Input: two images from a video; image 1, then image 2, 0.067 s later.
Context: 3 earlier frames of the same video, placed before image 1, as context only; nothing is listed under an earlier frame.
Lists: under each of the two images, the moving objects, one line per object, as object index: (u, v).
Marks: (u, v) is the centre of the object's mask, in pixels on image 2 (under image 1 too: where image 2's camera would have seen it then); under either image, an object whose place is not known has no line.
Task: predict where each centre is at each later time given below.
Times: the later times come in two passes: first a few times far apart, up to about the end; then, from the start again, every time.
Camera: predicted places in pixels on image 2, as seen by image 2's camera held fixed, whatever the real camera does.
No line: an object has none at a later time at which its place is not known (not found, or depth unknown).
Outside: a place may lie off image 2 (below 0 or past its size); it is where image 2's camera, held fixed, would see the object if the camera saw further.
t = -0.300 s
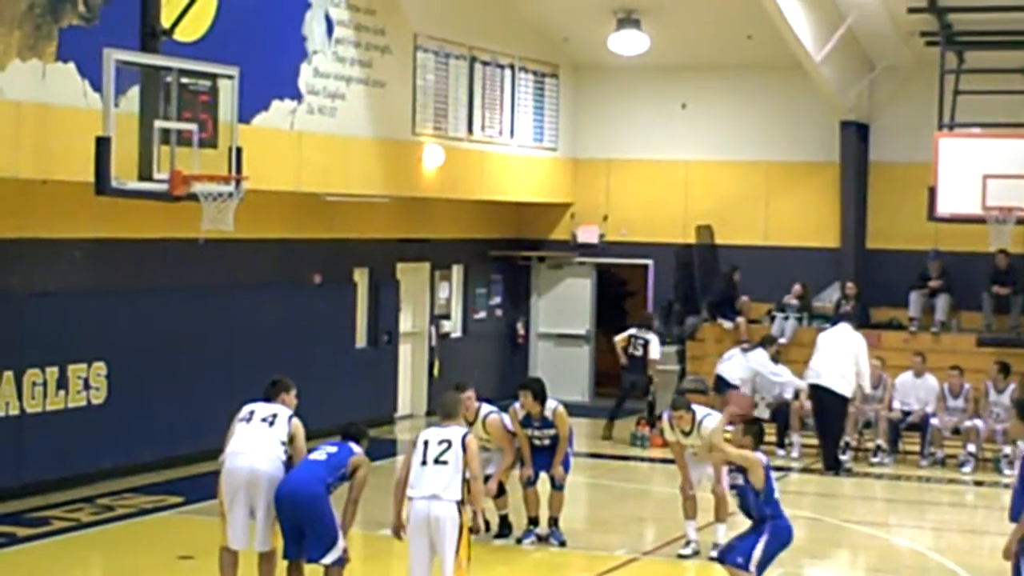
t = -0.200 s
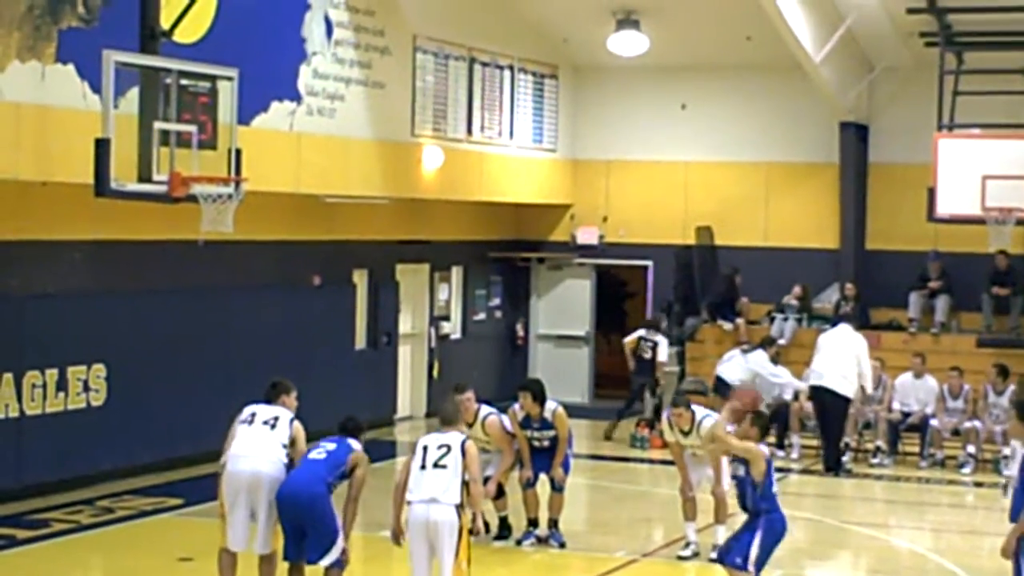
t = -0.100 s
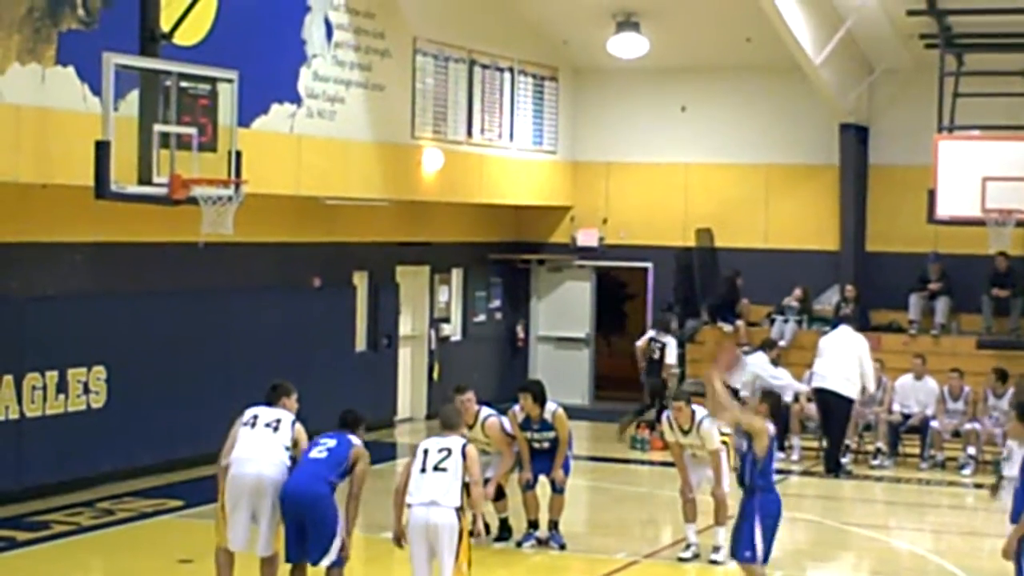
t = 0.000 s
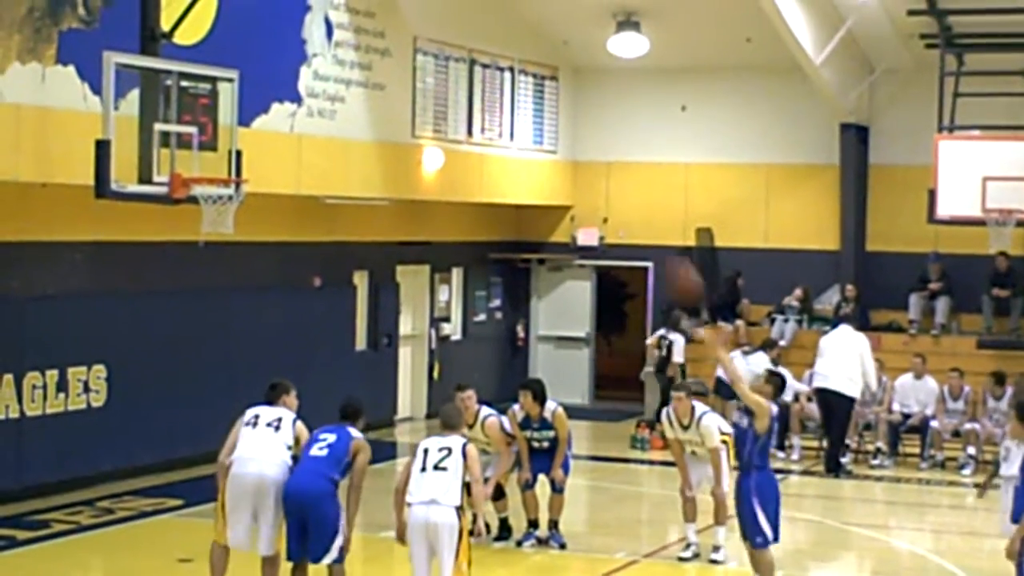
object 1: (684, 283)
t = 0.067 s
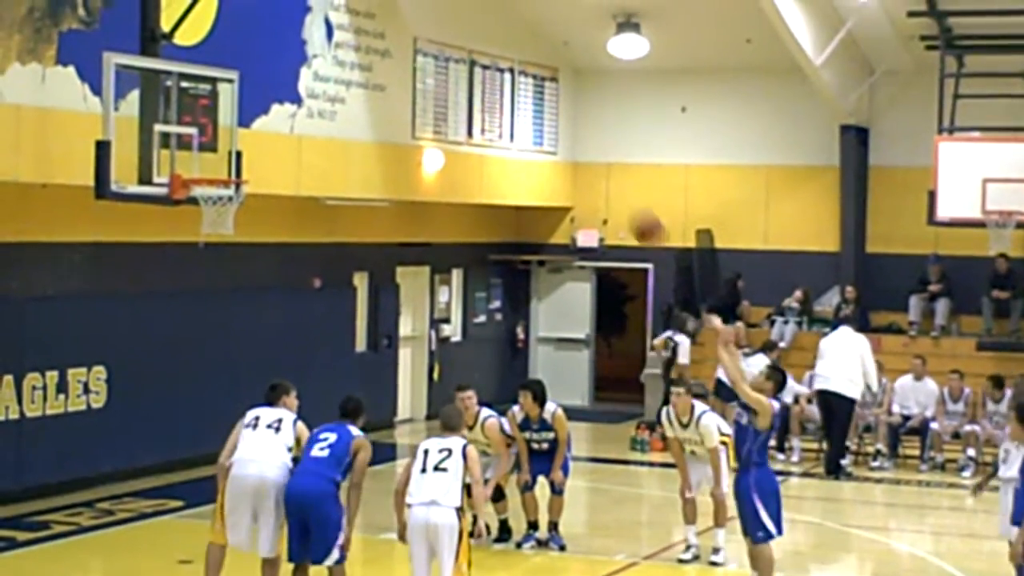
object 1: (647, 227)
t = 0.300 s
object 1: (530, 102)
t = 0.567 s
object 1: (400, 48)
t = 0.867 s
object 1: (268, 97)
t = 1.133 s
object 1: (227, 125)
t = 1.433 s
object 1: (318, 67)
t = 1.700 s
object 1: (395, 109)
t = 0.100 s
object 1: (629, 205)
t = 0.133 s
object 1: (612, 183)
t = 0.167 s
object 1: (595, 164)
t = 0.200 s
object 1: (579, 147)
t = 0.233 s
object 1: (562, 130)
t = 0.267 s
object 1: (545, 115)
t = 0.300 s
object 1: (530, 102)
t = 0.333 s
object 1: (512, 90)
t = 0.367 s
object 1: (495, 79)
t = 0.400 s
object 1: (482, 71)
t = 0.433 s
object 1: (464, 63)
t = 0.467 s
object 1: (447, 59)
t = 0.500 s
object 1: (433, 53)
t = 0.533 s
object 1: (416, 50)
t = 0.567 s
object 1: (400, 48)
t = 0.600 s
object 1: (385, 48)
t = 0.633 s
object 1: (371, 48)
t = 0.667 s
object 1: (355, 52)
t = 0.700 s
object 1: (340, 56)
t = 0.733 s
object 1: (324, 62)
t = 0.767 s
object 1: (310, 69)
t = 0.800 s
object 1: (294, 77)
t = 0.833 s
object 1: (280, 86)
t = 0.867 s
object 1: (268, 97)
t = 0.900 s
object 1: (252, 109)
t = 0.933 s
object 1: (238, 123)
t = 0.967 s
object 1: (223, 138)
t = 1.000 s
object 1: (209, 152)
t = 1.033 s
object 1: (198, 165)
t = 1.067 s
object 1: (208, 150)
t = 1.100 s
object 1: (220, 137)
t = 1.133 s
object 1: (227, 125)
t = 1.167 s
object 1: (239, 113)
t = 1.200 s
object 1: (249, 101)
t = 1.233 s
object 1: (259, 91)
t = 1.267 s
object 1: (269, 85)
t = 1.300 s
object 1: (278, 78)
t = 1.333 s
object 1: (288, 74)
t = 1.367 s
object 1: (297, 70)
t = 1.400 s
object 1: (308, 68)
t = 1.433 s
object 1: (318, 67)
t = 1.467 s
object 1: (327, 68)
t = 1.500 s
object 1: (338, 69)
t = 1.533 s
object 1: (347, 73)
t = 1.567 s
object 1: (358, 77)
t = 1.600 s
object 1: (368, 83)
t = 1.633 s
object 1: (376, 89)
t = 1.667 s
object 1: (386, 98)
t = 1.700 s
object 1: (395, 109)
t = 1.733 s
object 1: (406, 121)
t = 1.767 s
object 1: (414, 132)
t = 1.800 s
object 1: (424, 146)
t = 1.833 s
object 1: (433, 159)
